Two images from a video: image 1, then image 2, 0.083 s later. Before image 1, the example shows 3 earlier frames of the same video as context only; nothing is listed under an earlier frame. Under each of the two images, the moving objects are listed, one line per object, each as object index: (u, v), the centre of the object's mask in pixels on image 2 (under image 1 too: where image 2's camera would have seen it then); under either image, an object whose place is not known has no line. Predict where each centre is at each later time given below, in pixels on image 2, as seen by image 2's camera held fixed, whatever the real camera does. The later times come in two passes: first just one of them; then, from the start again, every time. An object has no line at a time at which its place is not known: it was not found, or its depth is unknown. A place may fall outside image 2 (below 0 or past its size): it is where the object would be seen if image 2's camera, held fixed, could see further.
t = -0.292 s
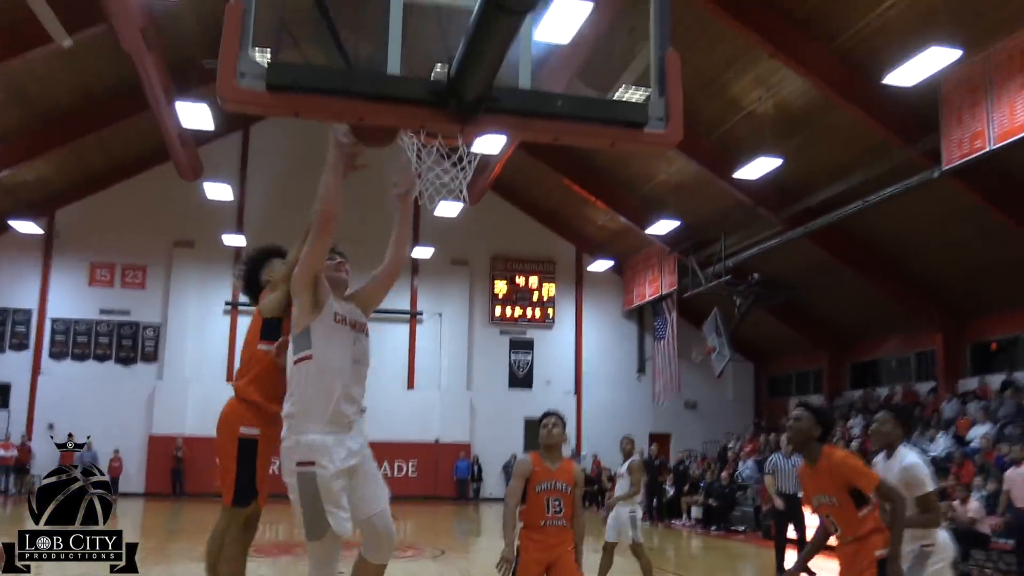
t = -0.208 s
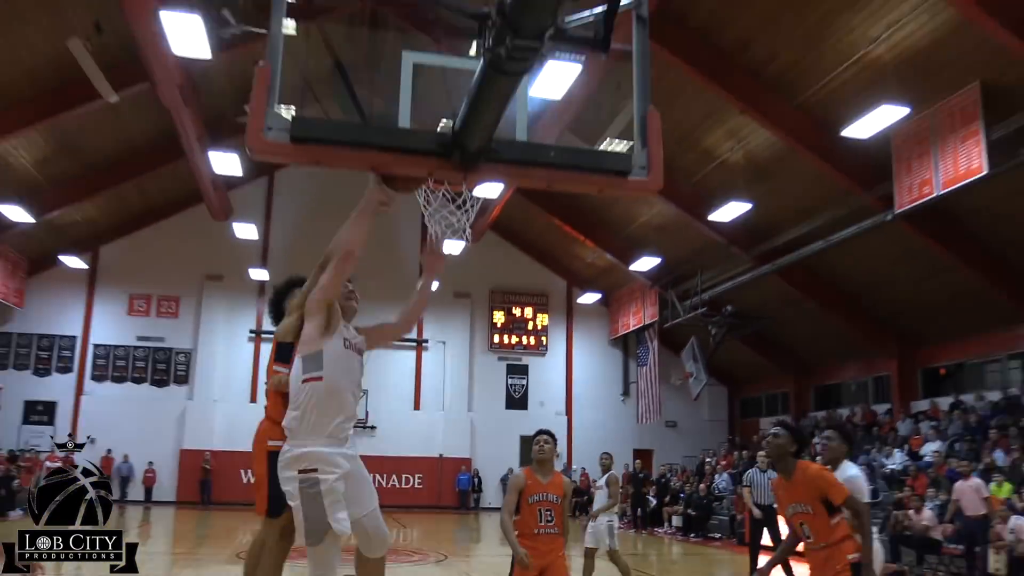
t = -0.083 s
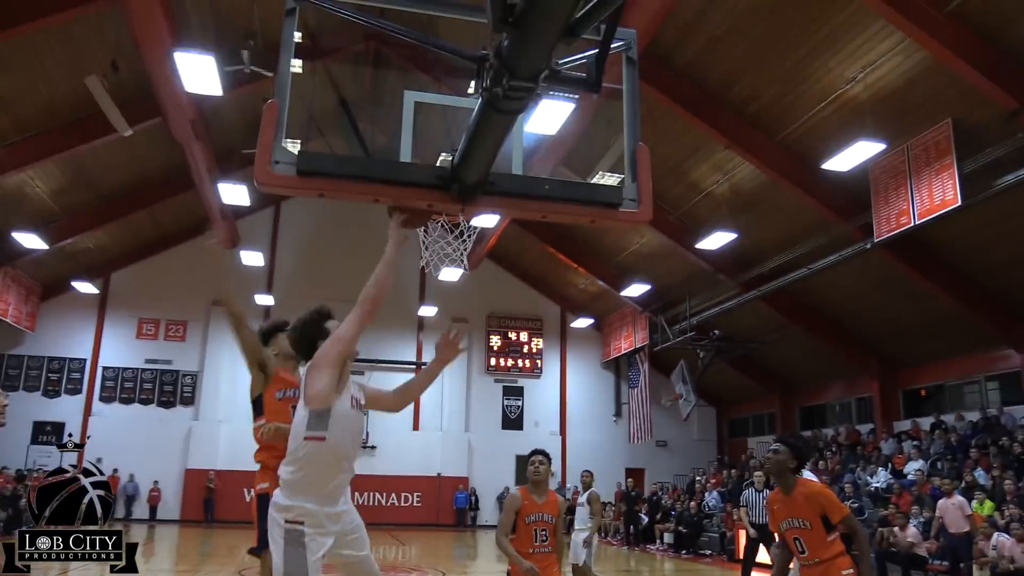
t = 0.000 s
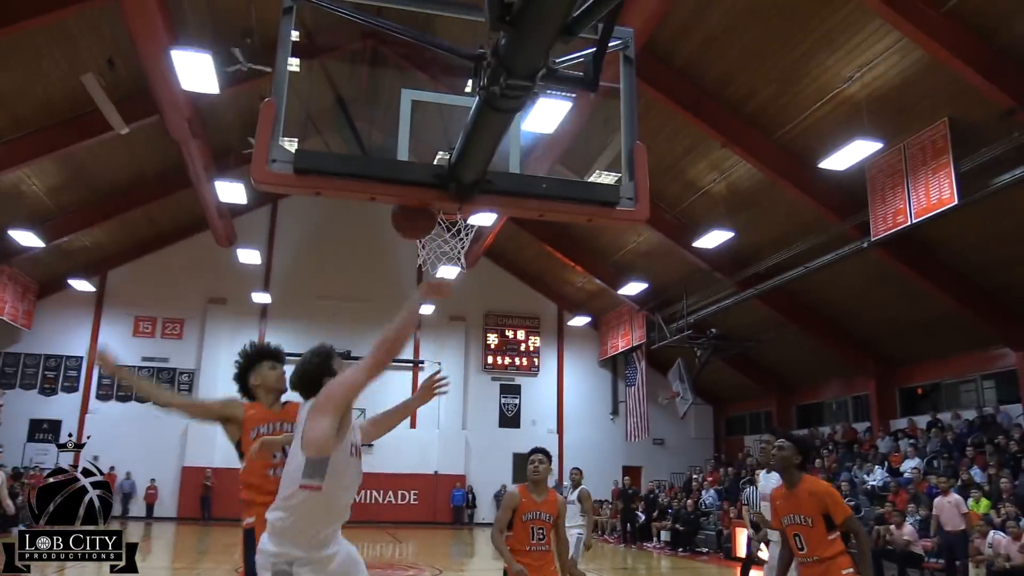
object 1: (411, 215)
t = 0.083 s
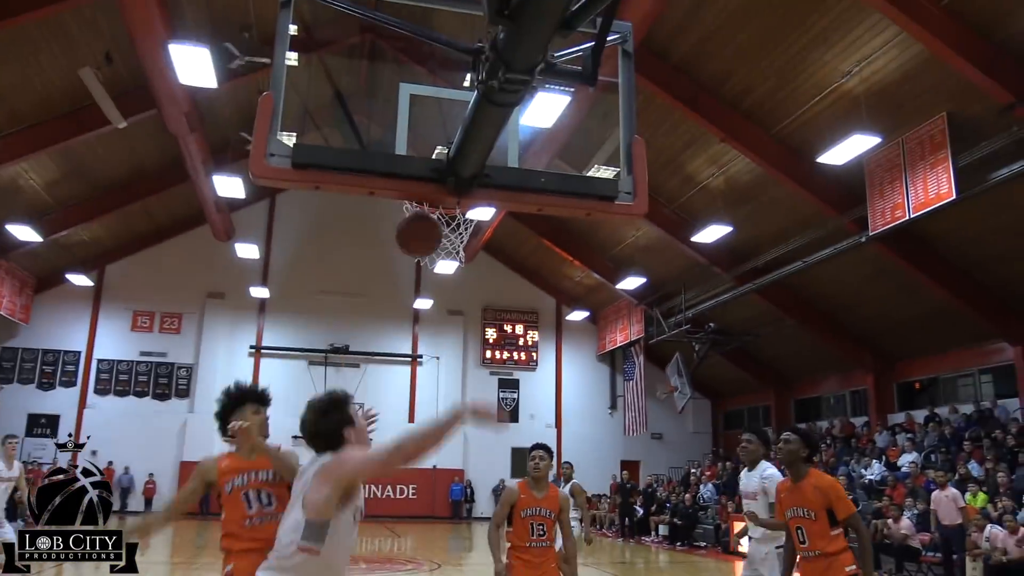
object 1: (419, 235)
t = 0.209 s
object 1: (426, 290)
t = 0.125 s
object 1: (421, 247)
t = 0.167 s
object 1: (424, 272)
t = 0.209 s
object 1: (426, 290)
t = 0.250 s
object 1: (430, 320)
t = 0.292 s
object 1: (431, 342)
